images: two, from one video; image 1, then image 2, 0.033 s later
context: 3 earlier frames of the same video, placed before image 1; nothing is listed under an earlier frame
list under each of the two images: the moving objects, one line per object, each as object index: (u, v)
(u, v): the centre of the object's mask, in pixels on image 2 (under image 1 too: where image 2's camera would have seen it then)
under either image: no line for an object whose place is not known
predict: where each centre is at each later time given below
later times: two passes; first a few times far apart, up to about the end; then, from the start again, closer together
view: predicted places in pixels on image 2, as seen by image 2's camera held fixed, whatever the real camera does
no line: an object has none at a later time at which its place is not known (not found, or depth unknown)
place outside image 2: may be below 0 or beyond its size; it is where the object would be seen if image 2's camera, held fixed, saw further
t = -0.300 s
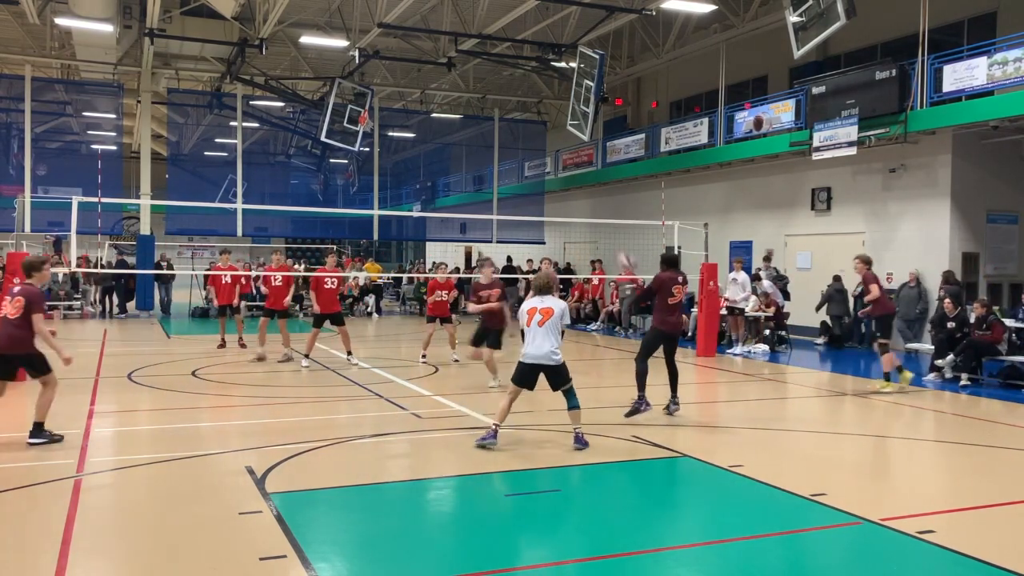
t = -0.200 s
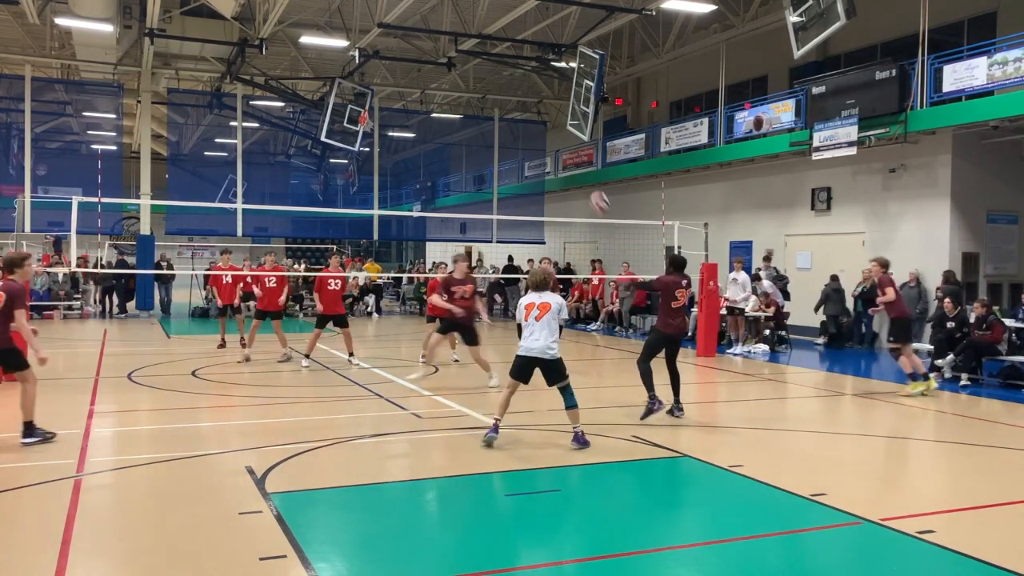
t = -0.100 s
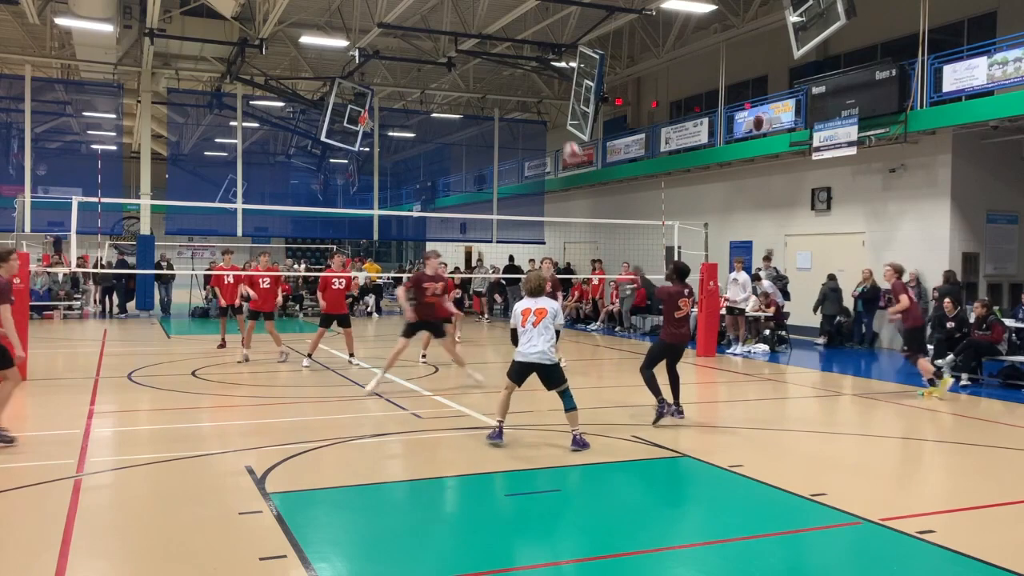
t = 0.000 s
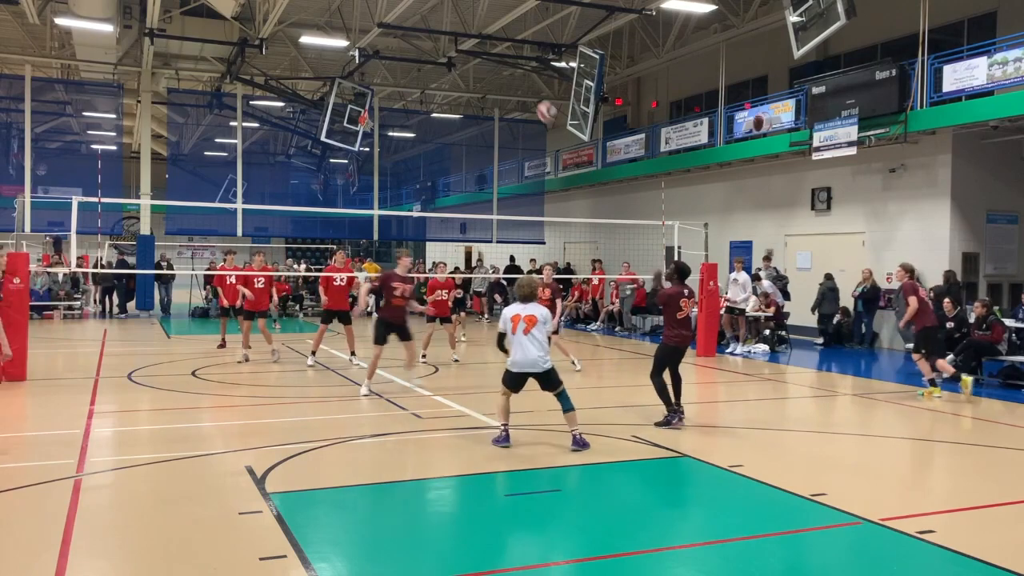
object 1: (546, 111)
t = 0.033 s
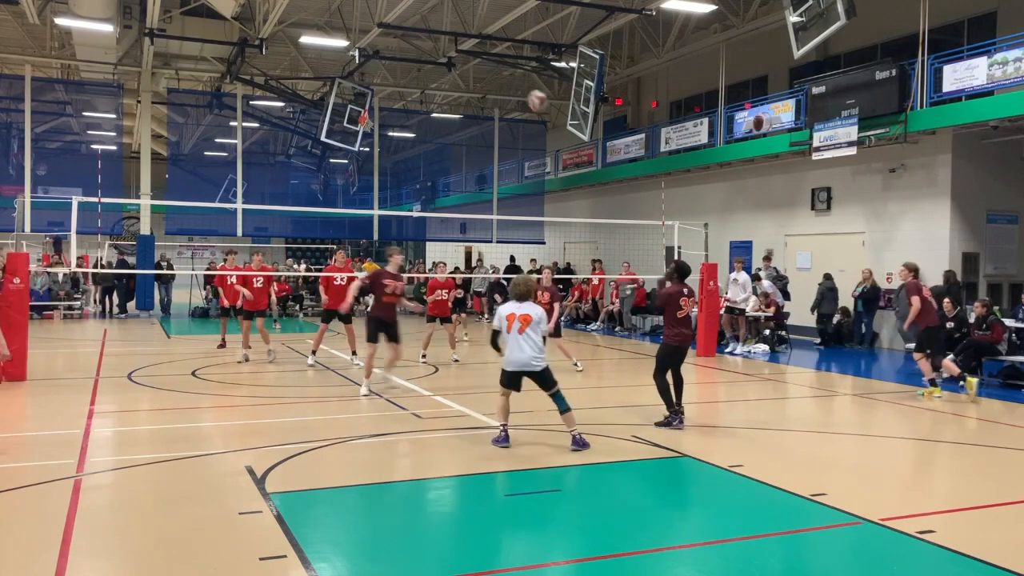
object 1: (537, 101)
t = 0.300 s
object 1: (468, 44)
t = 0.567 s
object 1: (401, 50)
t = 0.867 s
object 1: (328, 129)
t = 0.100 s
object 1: (520, 80)
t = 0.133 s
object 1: (511, 72)
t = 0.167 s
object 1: (502, 63)
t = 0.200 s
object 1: (494, 58)
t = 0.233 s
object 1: (485, 52)
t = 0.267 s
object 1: (477, 48)
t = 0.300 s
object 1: (468, 44)
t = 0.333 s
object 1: (459, 42)
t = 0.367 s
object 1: (451, 40)
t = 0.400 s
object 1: (444, 40)
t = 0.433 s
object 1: (435, 40)
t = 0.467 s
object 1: (426, 41)
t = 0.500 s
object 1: (418, 43)
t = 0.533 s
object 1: (410, 46)
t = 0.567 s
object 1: (401, 50)
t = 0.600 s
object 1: (393, 56)
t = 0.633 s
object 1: (385, 61)
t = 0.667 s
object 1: (376, 68)
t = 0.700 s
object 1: (369, 77)
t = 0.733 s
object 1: (360, 84)
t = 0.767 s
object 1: (352, 95)
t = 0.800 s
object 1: (343, 105)
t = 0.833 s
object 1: (337, 118)
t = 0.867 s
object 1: (328, 129)
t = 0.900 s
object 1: (320, 143)
